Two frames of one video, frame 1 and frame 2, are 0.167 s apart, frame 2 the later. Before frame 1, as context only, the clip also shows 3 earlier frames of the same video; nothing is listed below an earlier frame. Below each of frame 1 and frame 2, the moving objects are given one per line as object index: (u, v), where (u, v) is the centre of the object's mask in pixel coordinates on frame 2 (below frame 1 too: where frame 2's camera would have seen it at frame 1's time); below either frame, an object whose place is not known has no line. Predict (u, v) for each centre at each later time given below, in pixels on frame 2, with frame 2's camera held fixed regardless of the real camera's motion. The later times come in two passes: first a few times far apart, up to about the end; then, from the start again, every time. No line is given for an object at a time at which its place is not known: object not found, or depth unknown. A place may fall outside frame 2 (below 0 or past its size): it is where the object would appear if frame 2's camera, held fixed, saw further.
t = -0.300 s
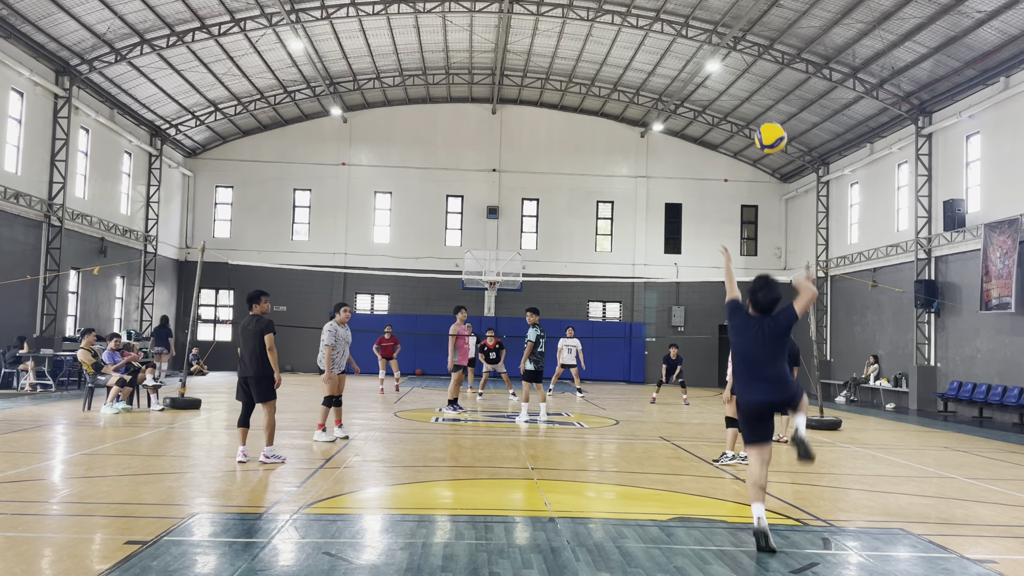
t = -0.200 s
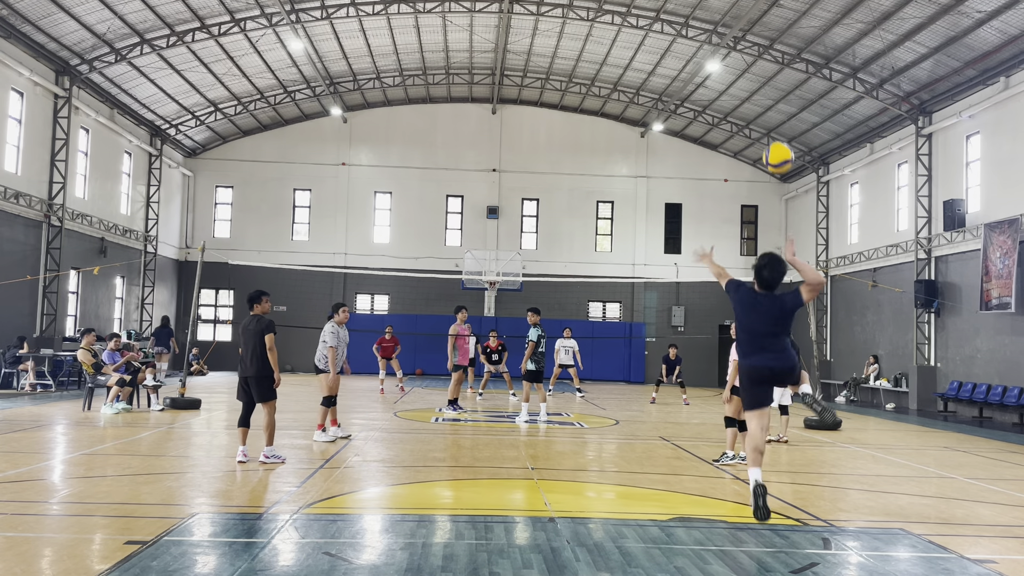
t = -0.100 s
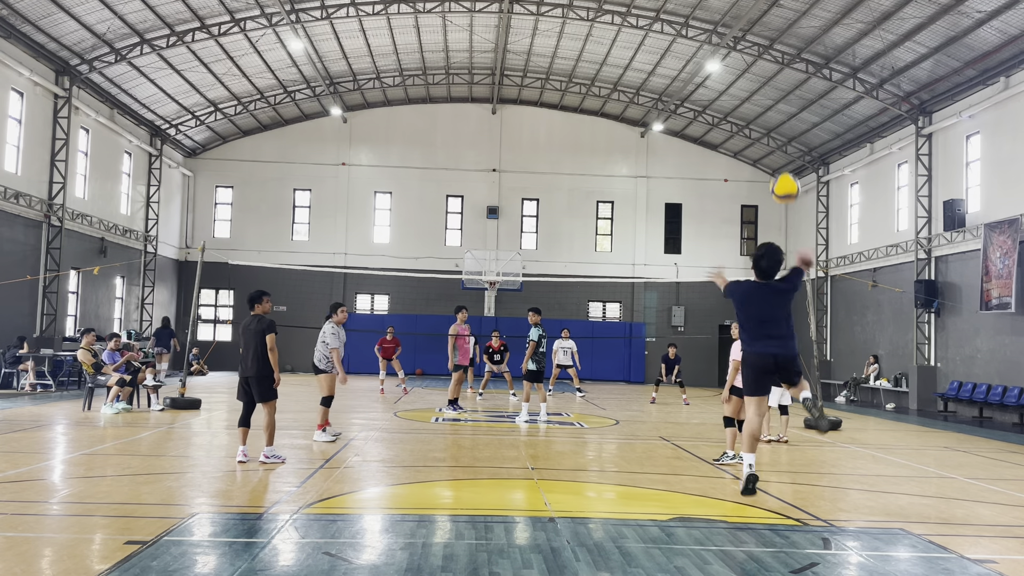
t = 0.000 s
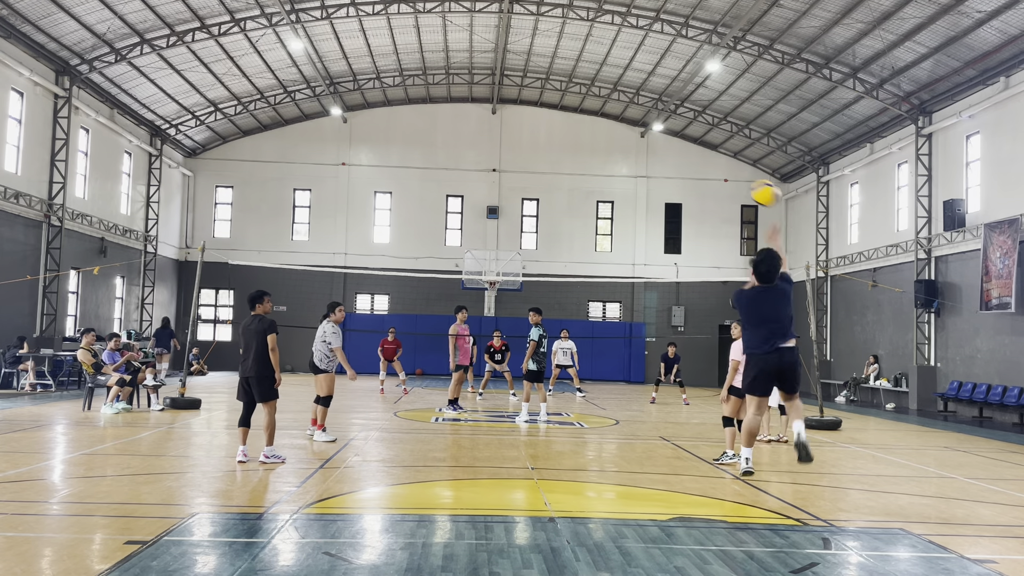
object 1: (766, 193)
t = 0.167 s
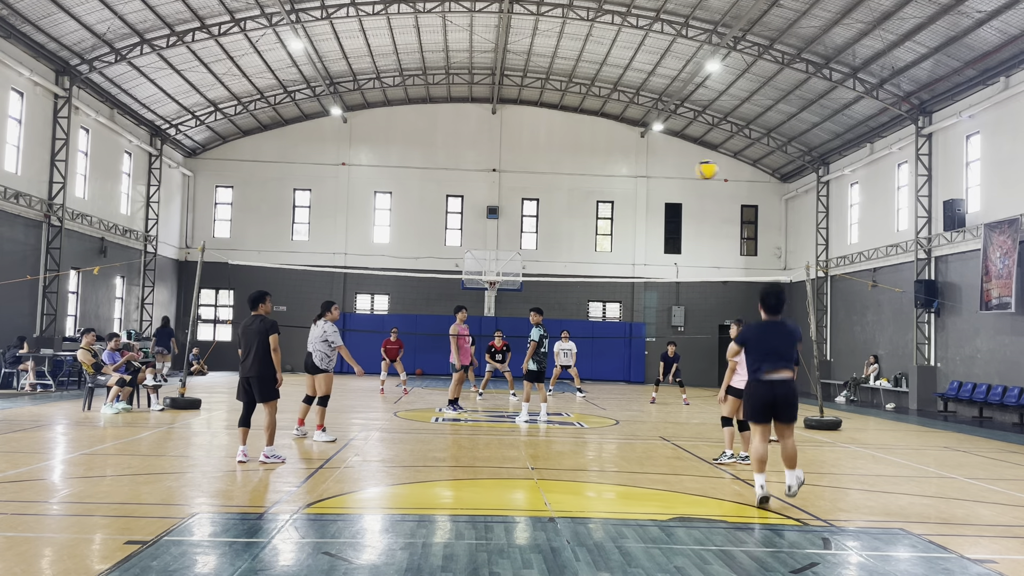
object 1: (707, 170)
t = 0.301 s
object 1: (675, 172)
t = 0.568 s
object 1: (633, 208)
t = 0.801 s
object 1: (608, 256)
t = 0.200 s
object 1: (697, 169)
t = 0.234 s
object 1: (690, 169)
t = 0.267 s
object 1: (682, 170)
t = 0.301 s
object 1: (675, 172)
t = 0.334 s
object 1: (668, 175)
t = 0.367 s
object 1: (663, 178)
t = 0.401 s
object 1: (657, 182)
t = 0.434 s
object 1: (651, 187)
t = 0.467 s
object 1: (646, 192)
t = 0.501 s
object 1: (641, 197)
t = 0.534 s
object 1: (637, 202)
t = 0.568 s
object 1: (633, 208)
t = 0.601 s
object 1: (629, 214)
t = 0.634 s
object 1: (625, 220)
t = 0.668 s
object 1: (621, 227)
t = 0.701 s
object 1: (618, 234)
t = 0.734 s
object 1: (615, 241)
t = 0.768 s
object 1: (612, 249)
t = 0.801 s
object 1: (608, 256)
